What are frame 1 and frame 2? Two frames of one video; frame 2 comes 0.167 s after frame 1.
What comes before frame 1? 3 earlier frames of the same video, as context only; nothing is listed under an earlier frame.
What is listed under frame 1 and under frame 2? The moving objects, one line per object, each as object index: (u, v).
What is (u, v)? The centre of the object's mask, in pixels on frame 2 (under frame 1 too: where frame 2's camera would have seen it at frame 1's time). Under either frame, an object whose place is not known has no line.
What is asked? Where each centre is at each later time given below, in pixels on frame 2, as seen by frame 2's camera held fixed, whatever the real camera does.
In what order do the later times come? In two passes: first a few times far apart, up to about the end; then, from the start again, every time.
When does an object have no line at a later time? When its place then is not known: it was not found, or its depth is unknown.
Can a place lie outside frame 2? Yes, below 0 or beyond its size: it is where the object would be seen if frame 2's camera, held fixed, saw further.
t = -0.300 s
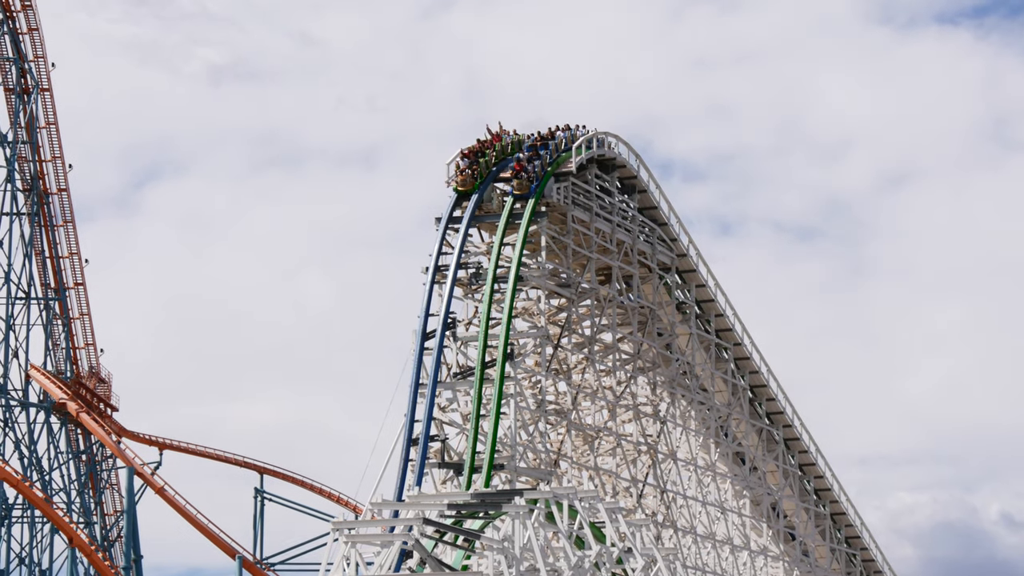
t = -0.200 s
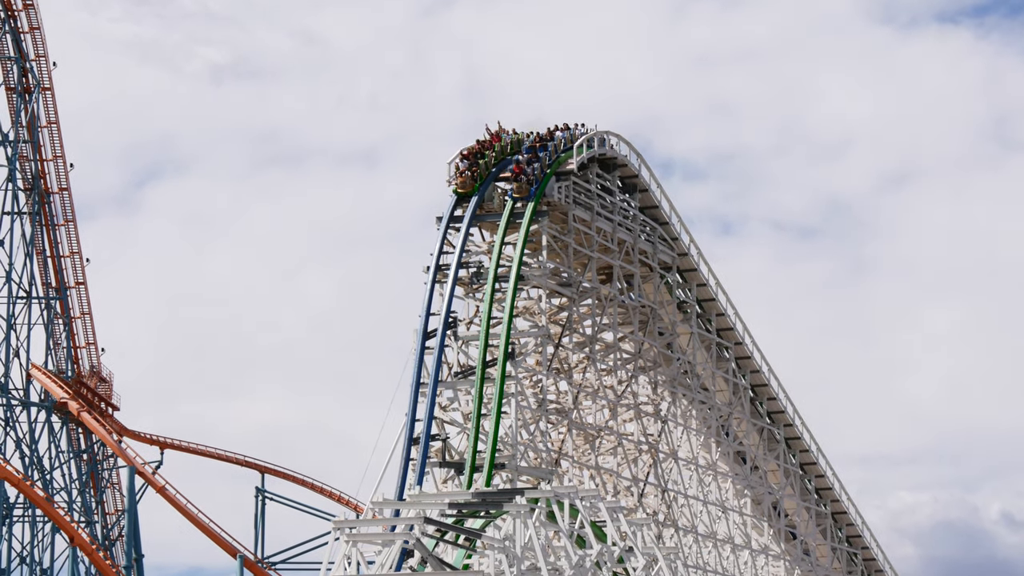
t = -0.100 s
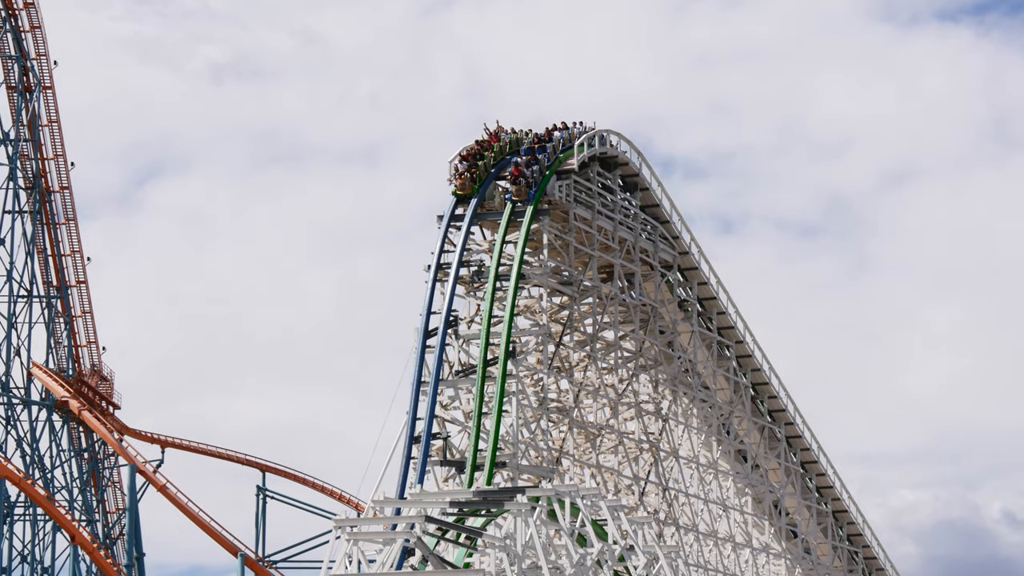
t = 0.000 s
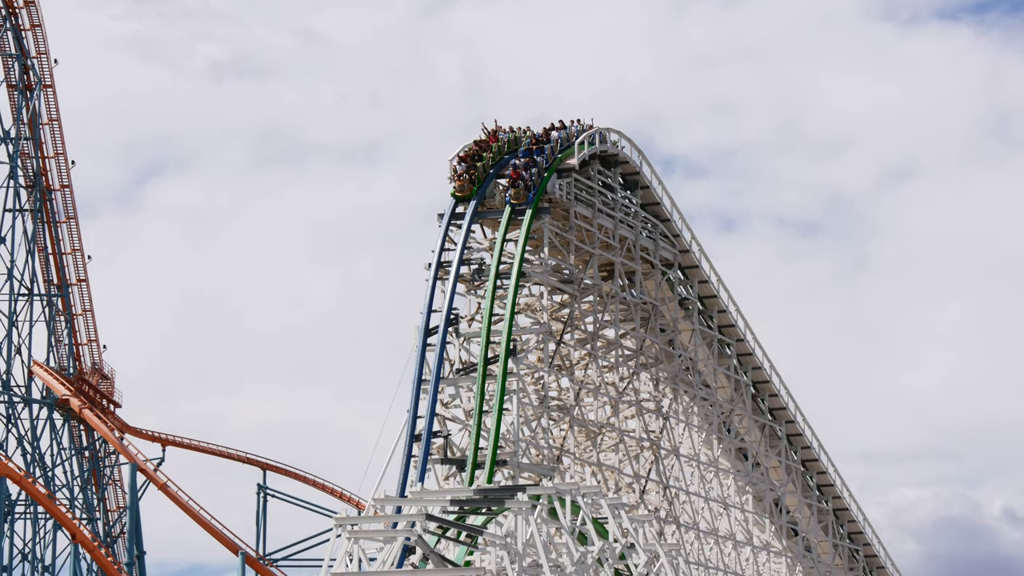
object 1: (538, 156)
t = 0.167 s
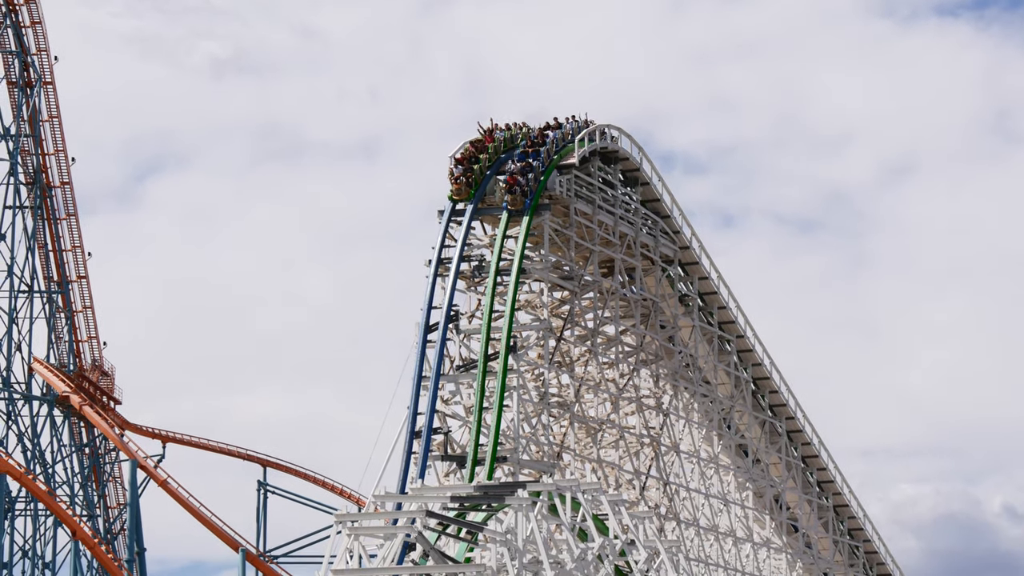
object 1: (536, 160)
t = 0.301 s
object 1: (534, 164)
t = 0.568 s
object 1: (529, 175)
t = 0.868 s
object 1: (521, 194)
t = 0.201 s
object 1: (535, 162)
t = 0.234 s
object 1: (535, 162)
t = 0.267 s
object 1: (534, 164)
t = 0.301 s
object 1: (534, 164)
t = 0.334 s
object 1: (533, 165)
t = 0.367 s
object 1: (532, 166)
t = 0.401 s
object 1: (531, 169)
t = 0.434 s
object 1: (531, 170)
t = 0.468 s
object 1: (530, 172)
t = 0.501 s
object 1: (530, 173)
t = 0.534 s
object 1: (530, 174)
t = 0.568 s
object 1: (529, 175)
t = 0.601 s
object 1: (528, 177)
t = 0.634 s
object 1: (528, 178)
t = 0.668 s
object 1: (527, 180)
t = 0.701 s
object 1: (526, 182)
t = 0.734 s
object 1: (526, 184)
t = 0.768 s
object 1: (525, 186)
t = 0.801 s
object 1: (524, 188)
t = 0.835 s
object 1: (523, 191)
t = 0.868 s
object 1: (521, 194)
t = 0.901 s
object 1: (520, 197)
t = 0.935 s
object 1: (520, 199)
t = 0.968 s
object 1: (519, 201)
